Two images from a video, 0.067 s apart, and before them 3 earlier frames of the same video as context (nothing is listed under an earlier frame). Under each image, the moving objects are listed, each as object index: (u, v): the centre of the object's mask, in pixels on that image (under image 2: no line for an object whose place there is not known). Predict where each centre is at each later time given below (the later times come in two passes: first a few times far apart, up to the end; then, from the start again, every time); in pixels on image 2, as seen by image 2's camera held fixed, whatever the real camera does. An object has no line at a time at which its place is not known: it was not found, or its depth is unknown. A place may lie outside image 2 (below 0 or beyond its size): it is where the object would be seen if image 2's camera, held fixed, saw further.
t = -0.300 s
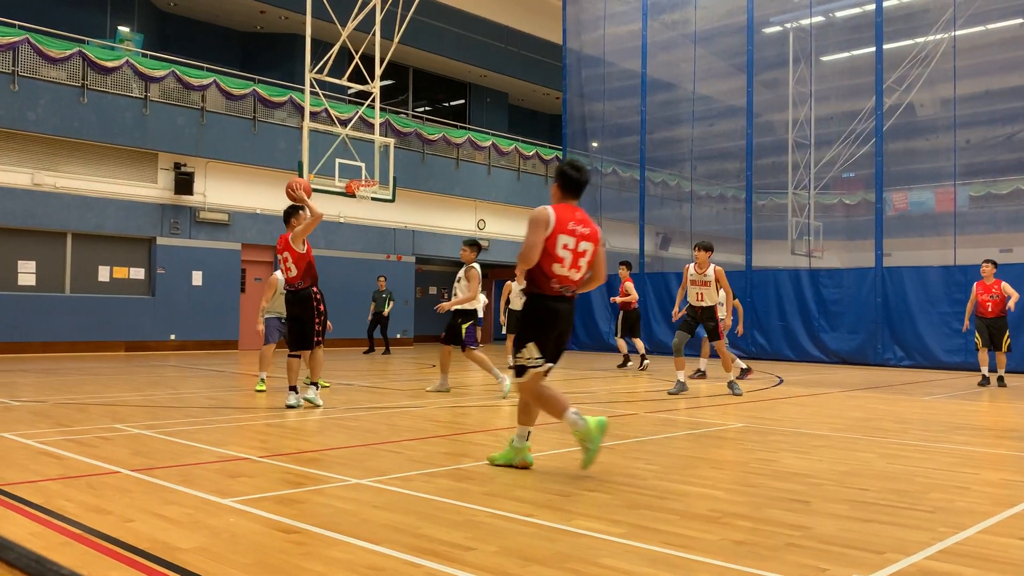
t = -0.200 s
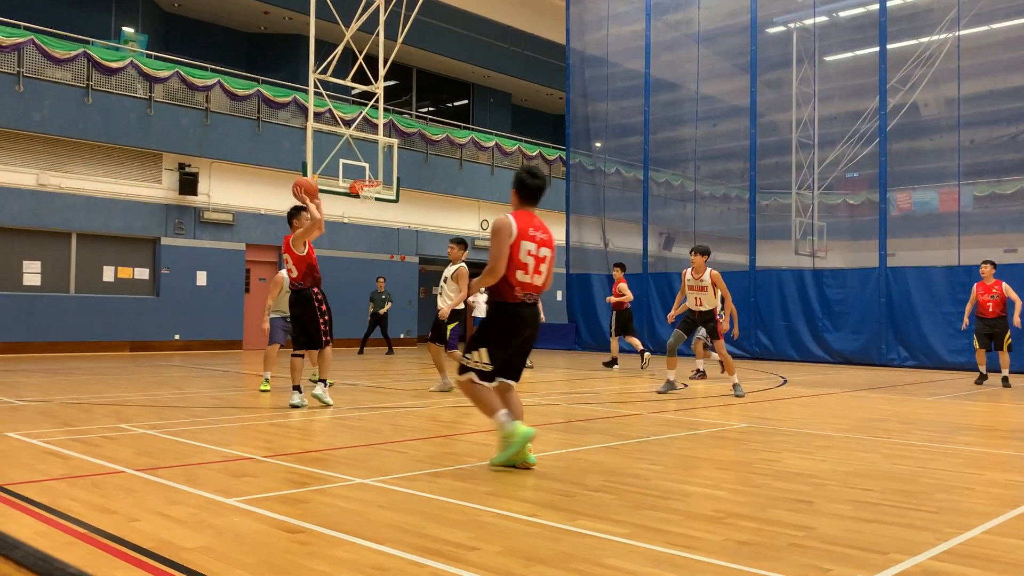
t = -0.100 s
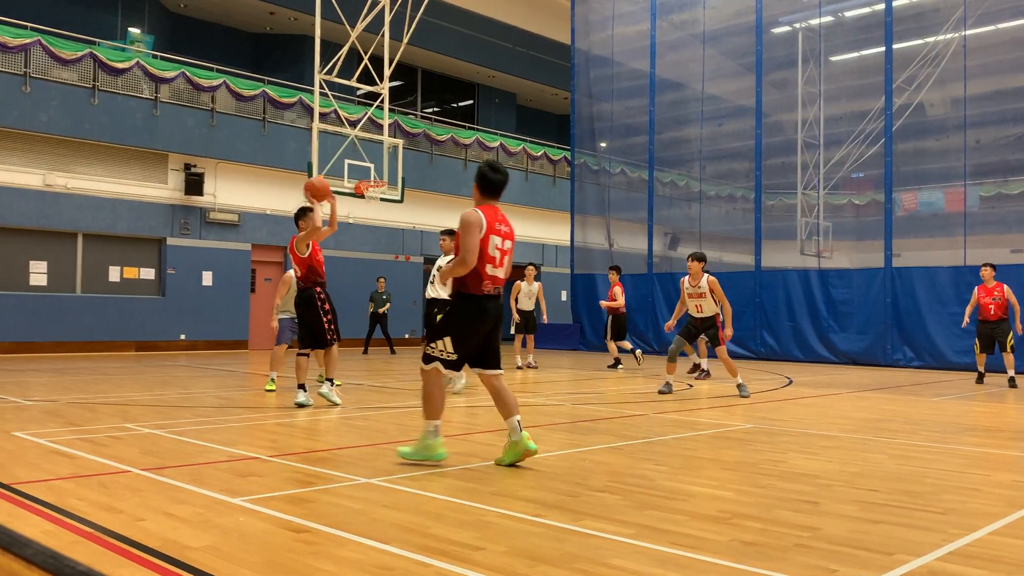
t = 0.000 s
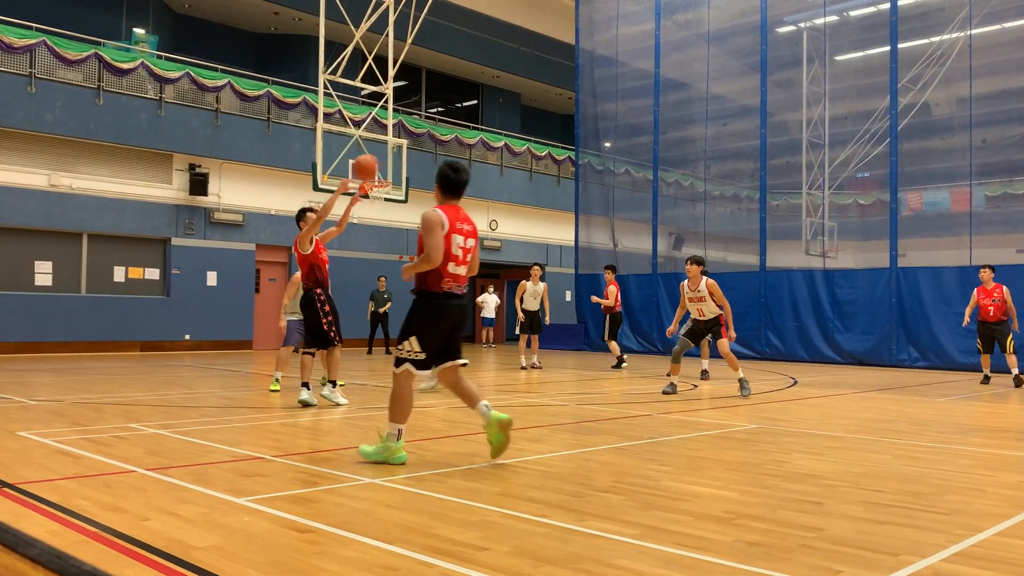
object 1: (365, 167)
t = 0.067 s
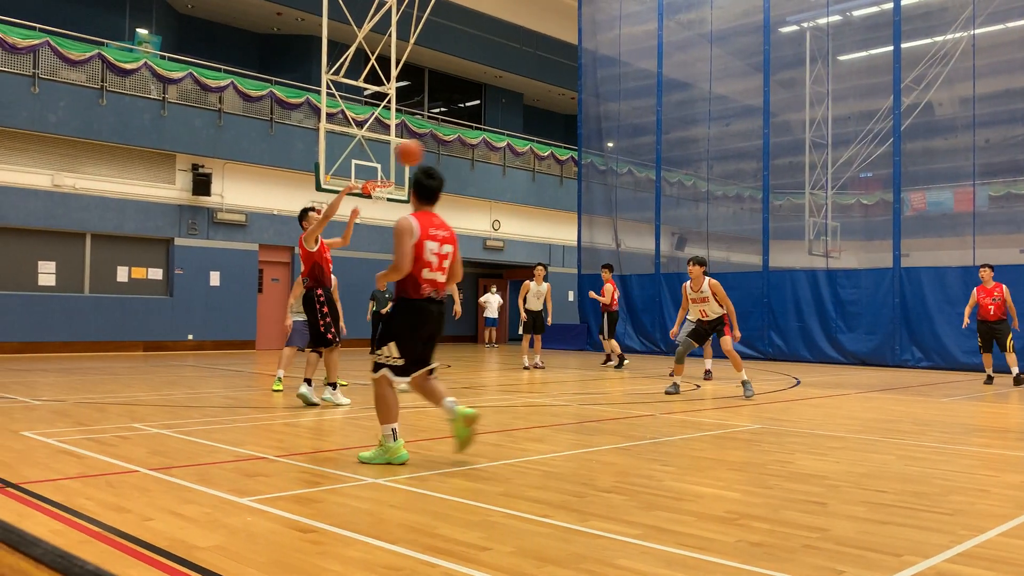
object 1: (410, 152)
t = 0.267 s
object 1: (543, 132)
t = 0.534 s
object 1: (736, 175)
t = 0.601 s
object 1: (788, 201)
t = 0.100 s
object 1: (430, 146)
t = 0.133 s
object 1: (453, 142)
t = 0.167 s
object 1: (474, 138)
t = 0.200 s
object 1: (498, 135)
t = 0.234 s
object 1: (521, 133)
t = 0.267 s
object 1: (543, 132)
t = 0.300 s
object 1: (565, 134)
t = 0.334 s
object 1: (588, 136)
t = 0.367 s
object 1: (613, 140)
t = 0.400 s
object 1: (637, 144)
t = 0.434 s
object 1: (662, 150)
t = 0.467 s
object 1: (685, 157)
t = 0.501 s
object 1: (710, 165)
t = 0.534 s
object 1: (736, 175)
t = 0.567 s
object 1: (762, 188)
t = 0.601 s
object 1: (788, 201)
